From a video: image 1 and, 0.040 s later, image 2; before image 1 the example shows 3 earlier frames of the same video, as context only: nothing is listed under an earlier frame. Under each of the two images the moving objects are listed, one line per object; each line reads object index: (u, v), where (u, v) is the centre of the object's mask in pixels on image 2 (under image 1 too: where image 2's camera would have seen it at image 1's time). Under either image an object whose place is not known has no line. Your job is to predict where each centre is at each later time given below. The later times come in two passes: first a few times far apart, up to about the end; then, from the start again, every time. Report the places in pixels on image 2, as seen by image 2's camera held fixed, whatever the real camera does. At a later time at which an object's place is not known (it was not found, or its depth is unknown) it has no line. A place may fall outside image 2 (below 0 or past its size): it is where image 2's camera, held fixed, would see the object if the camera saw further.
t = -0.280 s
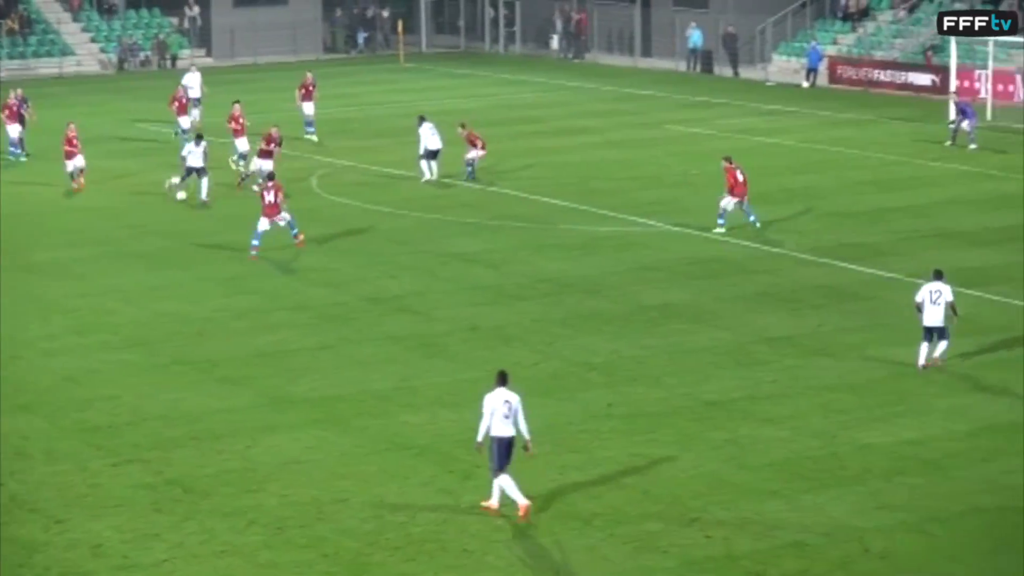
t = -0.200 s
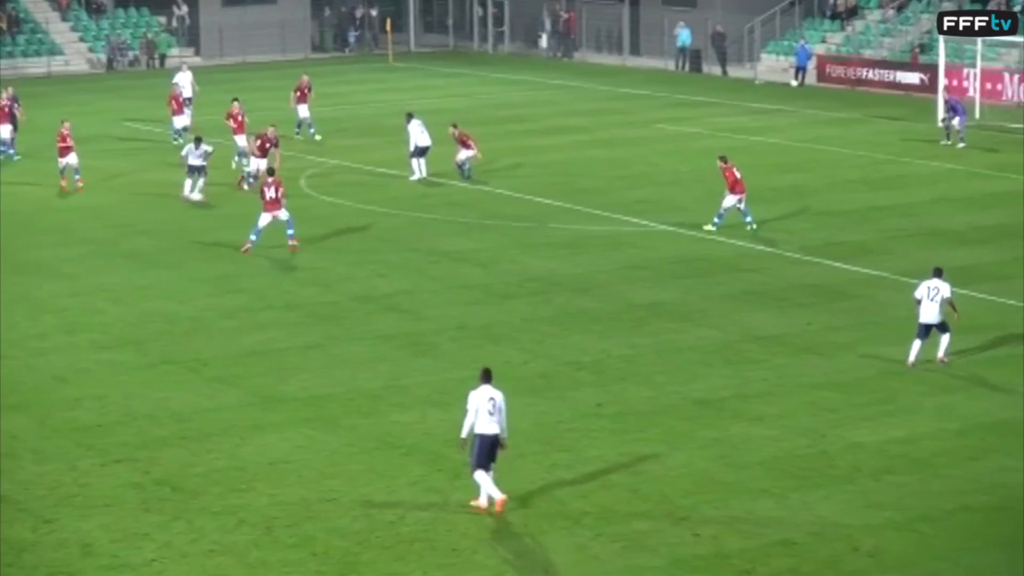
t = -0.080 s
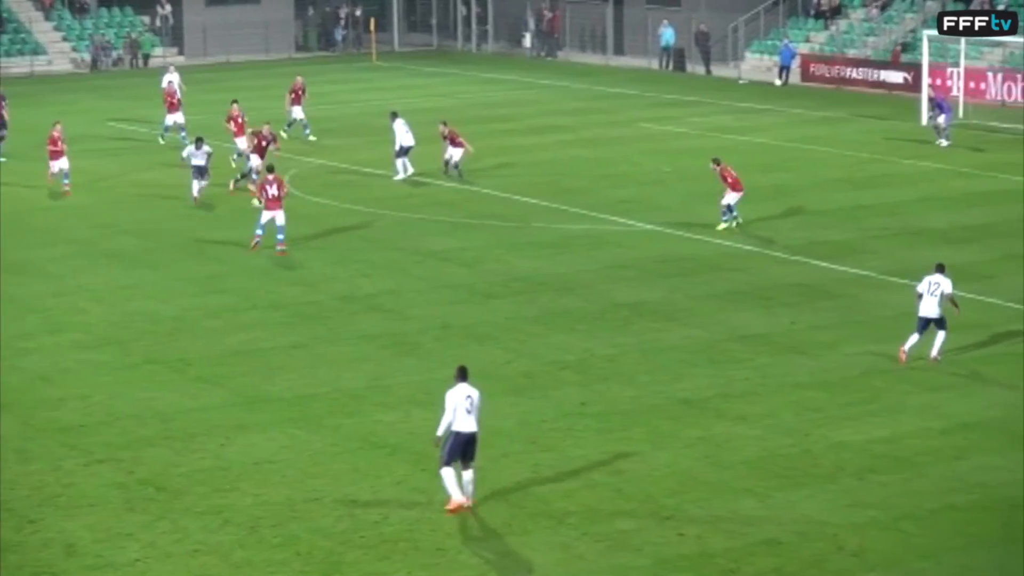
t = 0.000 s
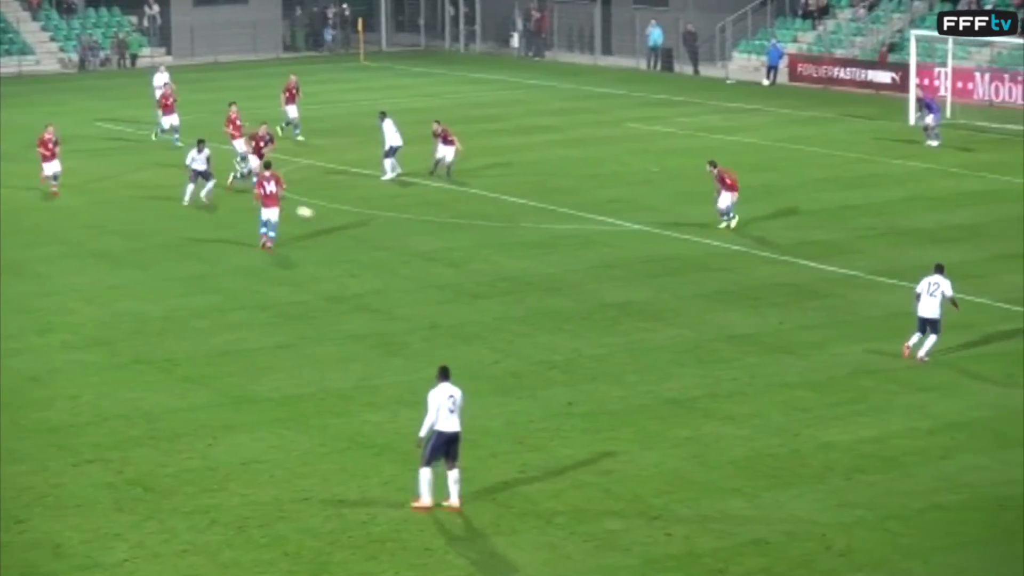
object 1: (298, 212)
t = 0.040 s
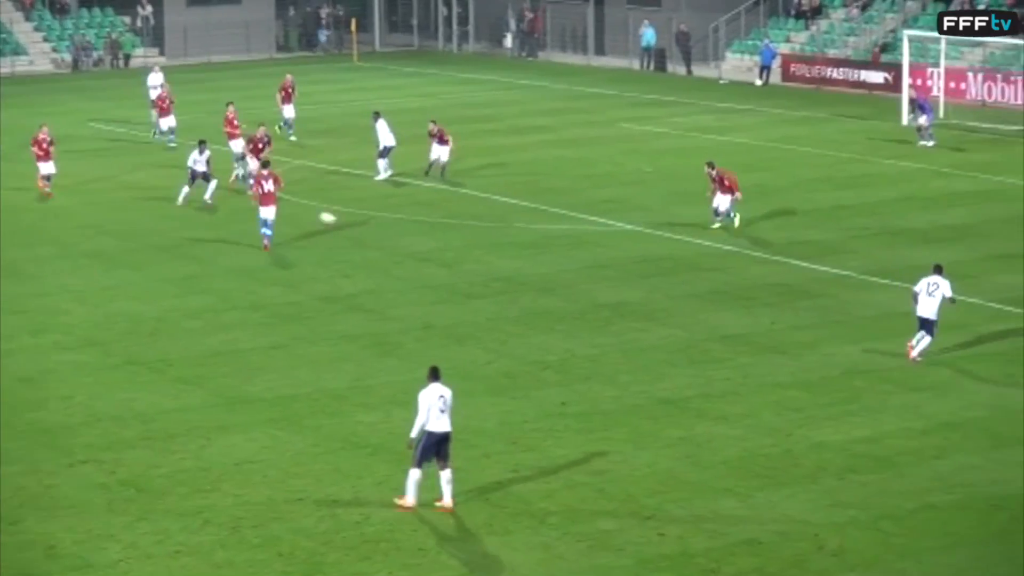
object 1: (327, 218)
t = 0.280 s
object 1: (497, 241)
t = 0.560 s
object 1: (691, 268)
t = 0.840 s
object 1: (871, 287)
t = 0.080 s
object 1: (356, 224)
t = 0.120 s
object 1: (385, 227)
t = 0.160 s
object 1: (412, 229)
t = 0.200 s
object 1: (440, 233)
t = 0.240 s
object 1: (469, 237)
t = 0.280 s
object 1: (497, 241)
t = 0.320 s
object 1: (526, 247)
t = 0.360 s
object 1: (555, 251)
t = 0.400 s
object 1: (582, 253)
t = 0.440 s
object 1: (609, 256)
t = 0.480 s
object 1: (636, 260)
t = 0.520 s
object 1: (663, 265)
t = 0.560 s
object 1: (691, 268)
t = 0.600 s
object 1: (717, 269)
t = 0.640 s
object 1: (743, 271)
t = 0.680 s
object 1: (769, 274)
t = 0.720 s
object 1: (796, 279)
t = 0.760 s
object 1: (822, 284)
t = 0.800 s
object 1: (848, 286)
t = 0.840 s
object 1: (871, 287)
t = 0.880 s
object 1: (896, 289)
